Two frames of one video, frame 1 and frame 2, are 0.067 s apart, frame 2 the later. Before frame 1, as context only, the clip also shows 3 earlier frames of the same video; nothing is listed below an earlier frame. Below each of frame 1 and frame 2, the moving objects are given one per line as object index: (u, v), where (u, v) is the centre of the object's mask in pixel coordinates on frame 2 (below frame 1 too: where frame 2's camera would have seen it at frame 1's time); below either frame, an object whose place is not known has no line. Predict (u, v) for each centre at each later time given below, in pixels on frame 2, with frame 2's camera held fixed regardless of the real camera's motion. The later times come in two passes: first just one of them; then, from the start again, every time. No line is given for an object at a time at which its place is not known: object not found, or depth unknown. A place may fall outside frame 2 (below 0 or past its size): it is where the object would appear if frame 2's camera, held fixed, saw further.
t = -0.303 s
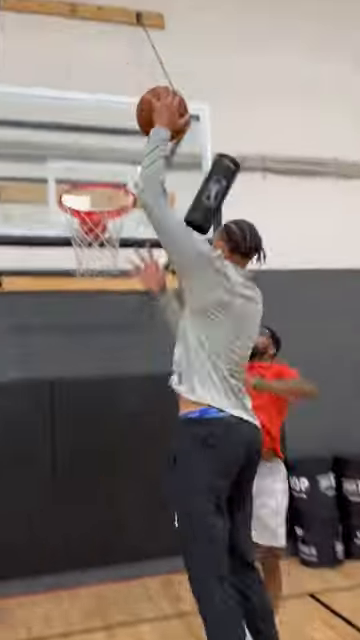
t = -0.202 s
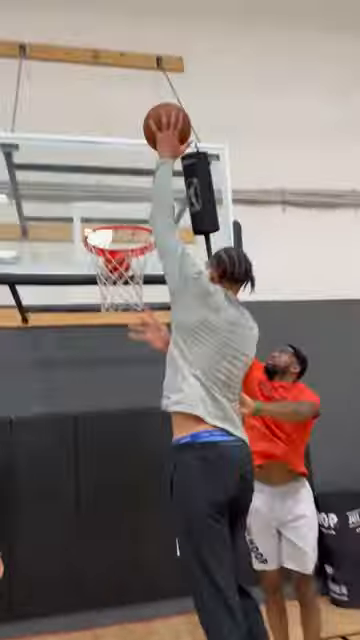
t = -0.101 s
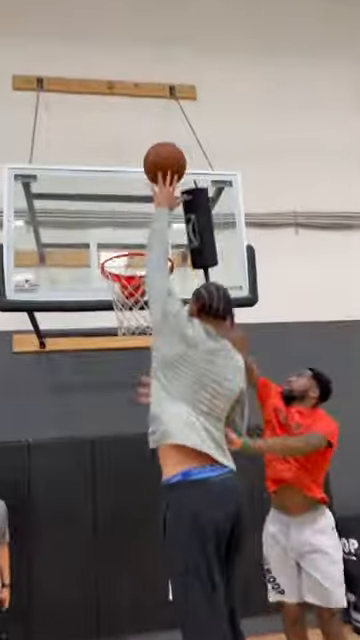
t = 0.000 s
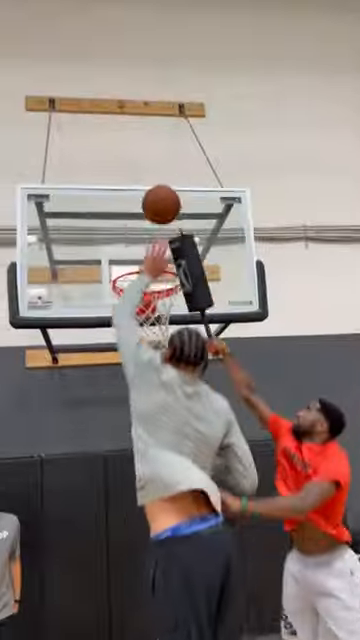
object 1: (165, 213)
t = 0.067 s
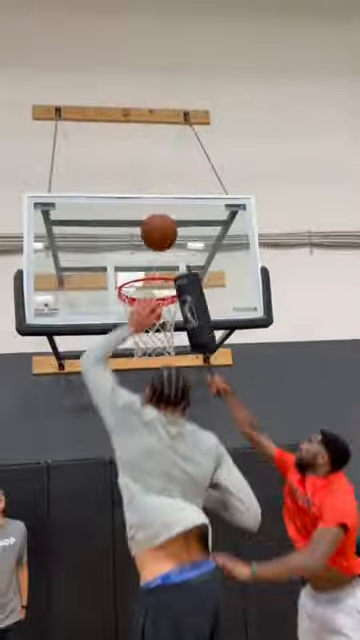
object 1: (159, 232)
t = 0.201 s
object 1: (147, 286)
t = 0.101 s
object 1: (156, 243)
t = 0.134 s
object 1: (153, 256)
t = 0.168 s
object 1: (150, 270)
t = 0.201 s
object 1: (147, 286)
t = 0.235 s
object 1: (144, 299)
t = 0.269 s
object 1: (145, 315)
